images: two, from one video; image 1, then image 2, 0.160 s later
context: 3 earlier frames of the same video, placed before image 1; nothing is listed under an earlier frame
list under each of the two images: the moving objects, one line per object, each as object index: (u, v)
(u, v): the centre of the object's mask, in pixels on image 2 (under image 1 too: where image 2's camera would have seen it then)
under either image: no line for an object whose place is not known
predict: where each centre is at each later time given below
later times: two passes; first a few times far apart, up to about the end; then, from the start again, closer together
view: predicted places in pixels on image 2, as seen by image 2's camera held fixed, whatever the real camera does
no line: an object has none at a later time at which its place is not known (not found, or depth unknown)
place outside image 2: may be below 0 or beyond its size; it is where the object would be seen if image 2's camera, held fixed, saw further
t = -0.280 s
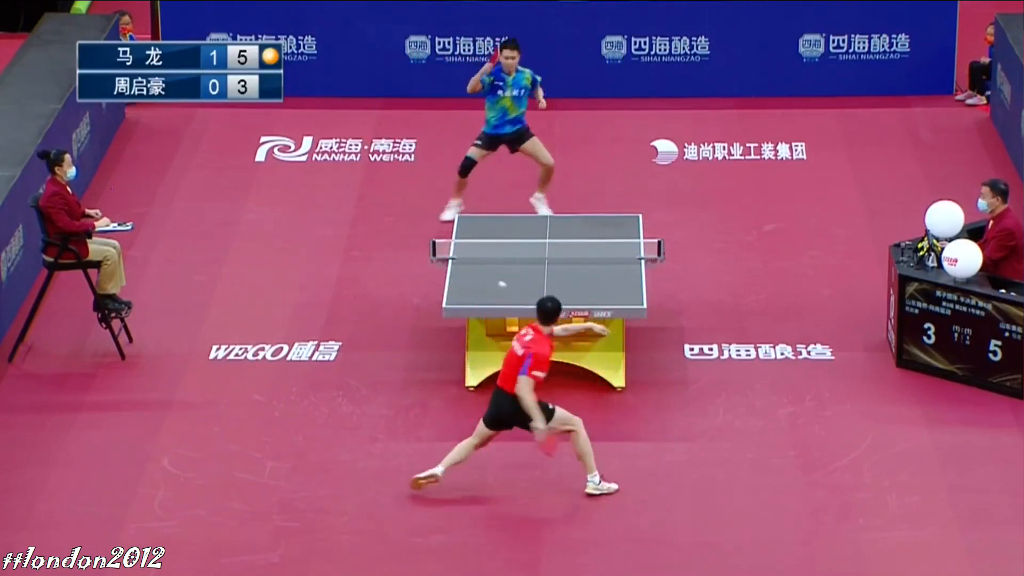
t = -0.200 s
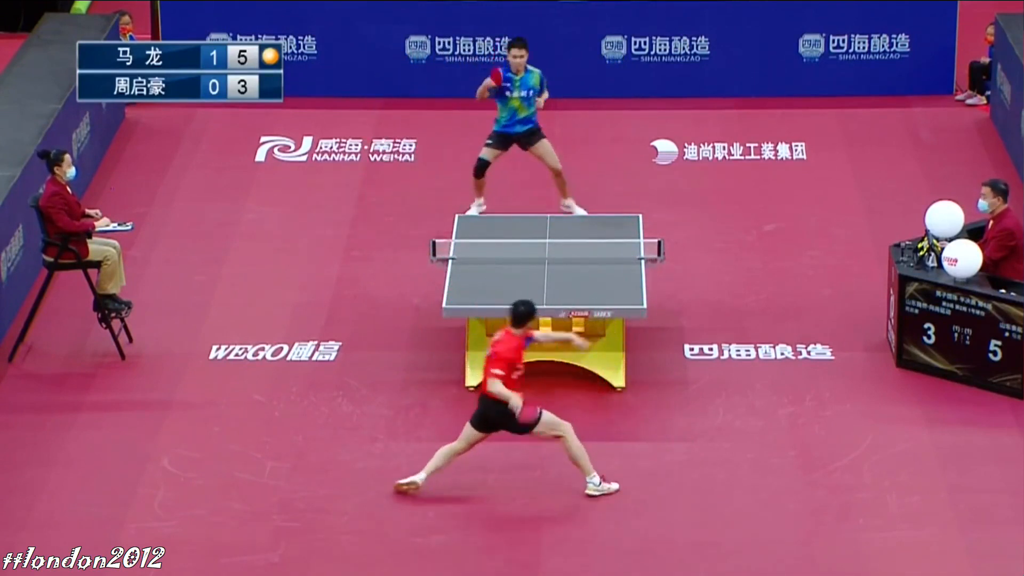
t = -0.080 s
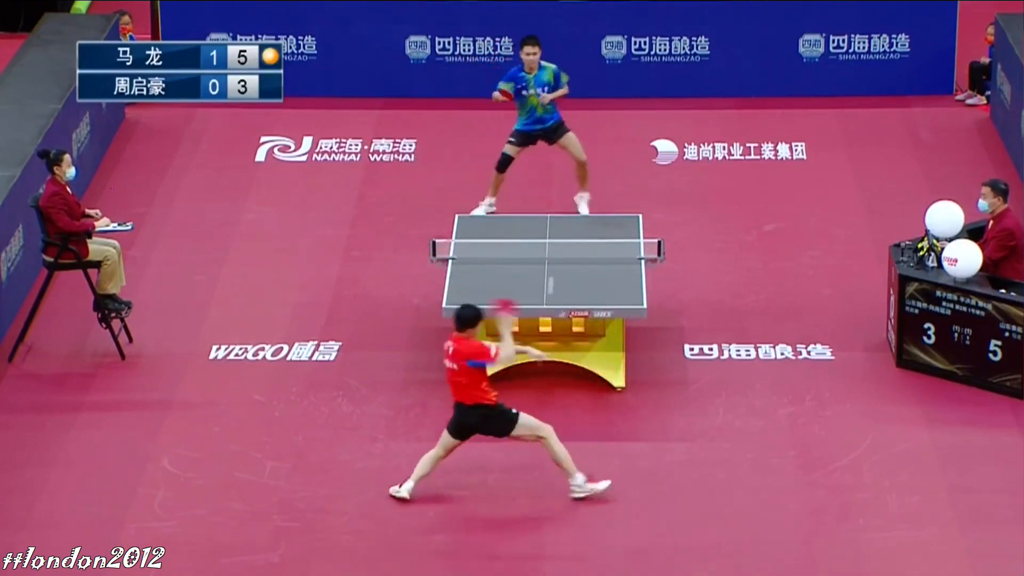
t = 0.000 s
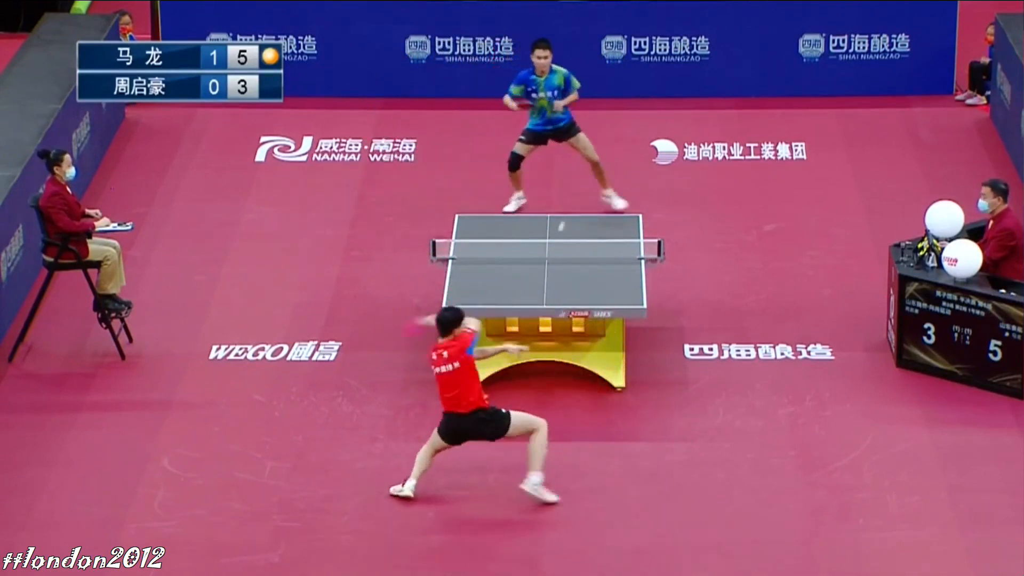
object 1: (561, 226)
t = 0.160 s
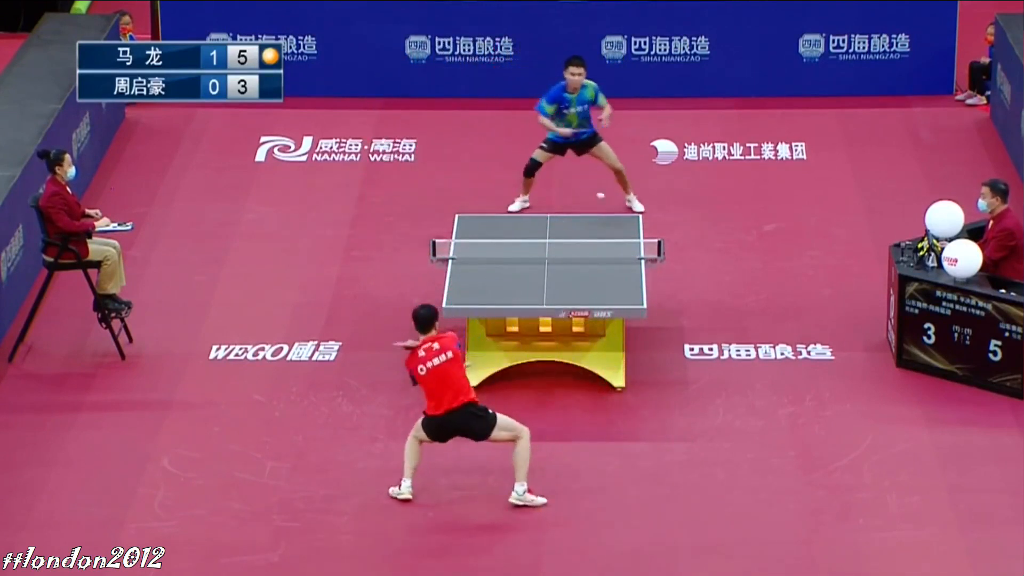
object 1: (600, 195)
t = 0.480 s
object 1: (704, 203)
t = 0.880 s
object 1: (810, 146)
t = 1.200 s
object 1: (883, 116)
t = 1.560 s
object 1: (960, 91)
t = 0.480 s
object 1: (704, 203)
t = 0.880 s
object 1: (810, 146)
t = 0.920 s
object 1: (820, 148)
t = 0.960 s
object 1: (829, 152)
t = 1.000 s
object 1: (838, 148)
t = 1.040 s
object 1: (847, 137)
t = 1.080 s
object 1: (856, 129)
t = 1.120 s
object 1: (865, 123)
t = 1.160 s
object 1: (874, 118)
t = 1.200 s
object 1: (883, 116)
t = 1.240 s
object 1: (891, 116)
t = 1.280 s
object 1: (900, 118)
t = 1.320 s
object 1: (909, 111)
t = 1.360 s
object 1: (918, 105)
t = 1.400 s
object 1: (926, 101)
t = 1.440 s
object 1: (934, 99)
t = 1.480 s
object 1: (943, 98)
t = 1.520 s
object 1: (952, 92)
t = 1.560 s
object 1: (960, 91)
